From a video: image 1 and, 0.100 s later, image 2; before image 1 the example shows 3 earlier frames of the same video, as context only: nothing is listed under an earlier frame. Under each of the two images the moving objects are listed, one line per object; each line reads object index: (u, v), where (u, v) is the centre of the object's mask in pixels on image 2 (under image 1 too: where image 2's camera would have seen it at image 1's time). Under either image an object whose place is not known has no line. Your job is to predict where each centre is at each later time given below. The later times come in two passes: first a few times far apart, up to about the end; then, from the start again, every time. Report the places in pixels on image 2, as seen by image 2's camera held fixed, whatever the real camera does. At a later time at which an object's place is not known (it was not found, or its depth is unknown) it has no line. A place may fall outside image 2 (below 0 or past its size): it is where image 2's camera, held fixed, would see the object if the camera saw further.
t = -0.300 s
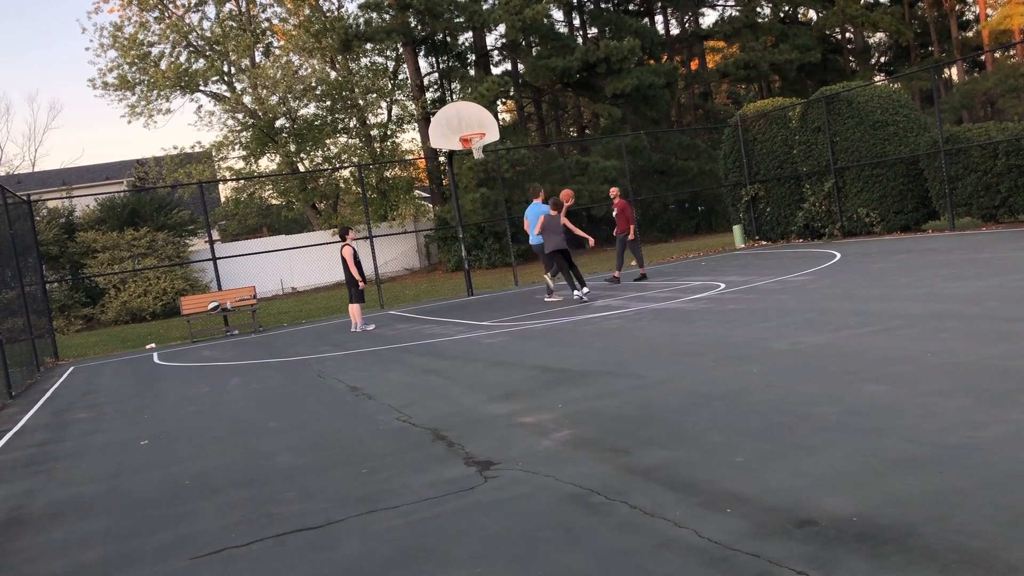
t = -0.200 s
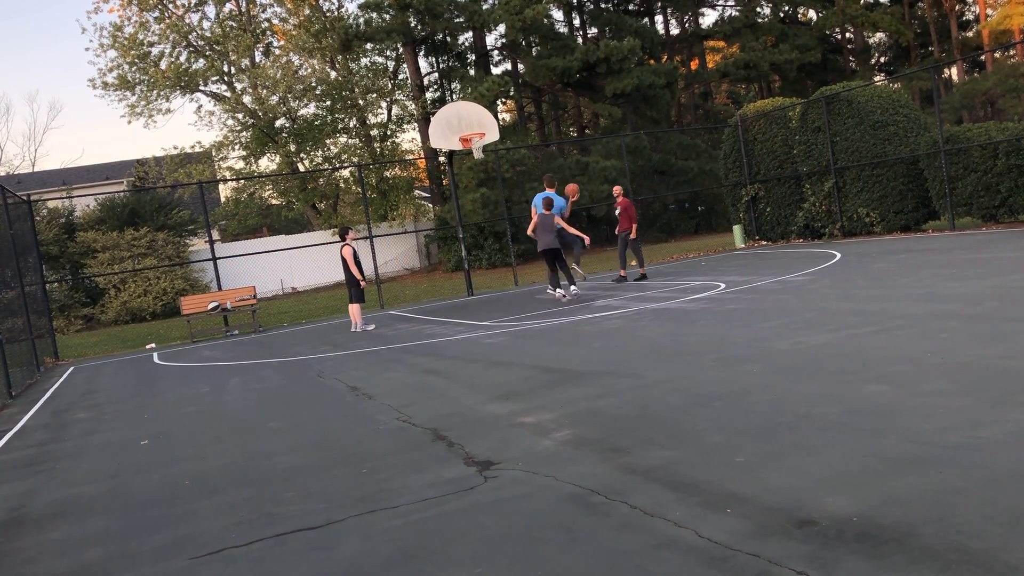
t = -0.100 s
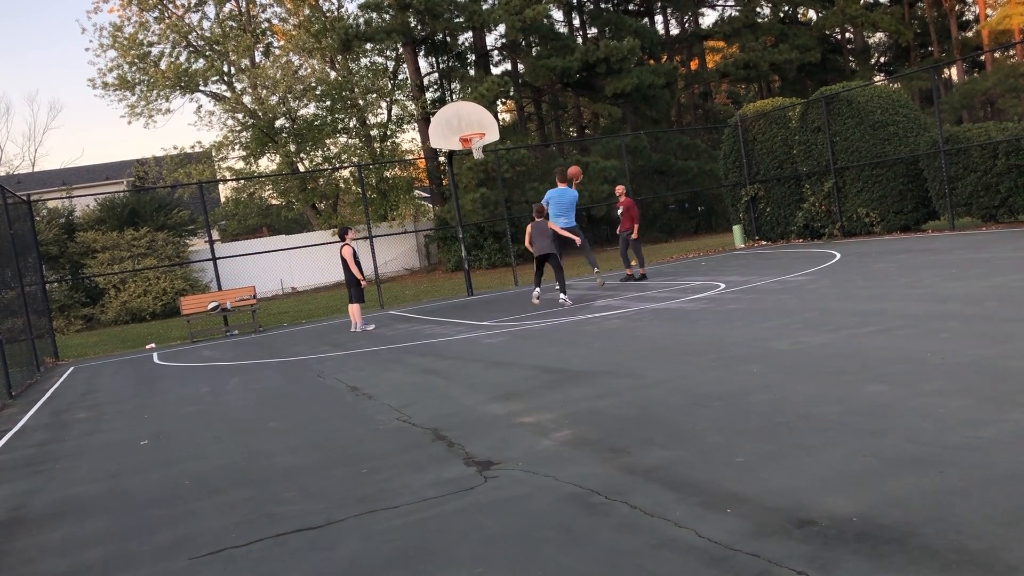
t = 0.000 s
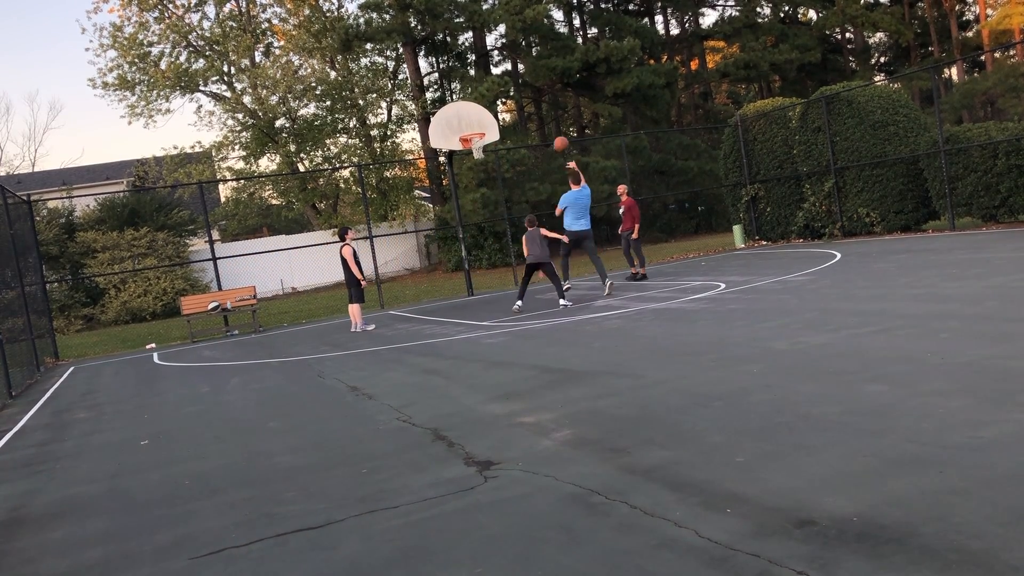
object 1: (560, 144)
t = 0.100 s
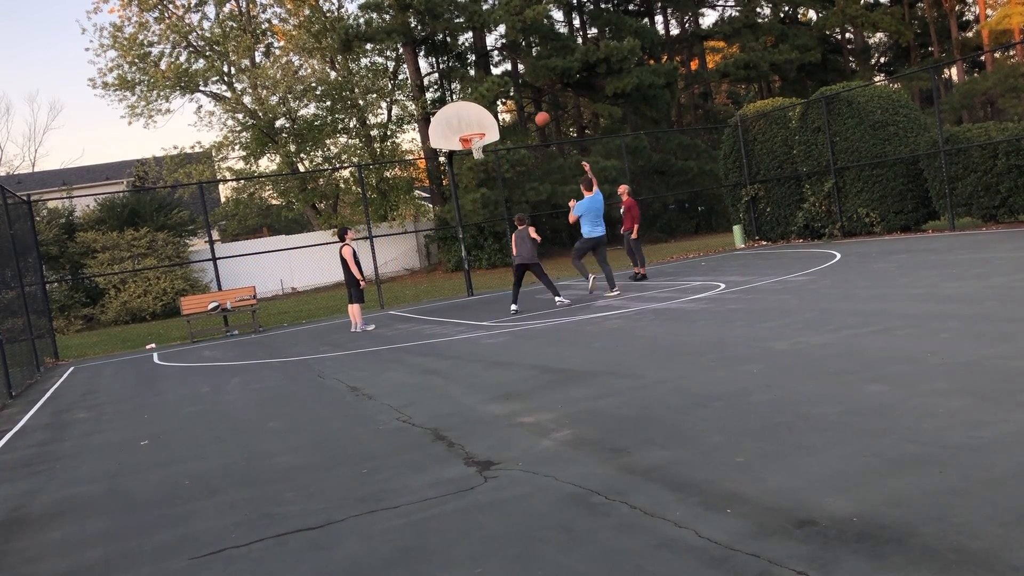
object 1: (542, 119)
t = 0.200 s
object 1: (526, 101)
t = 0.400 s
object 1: (497, 82)
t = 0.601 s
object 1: (474, 87)
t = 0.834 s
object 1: (456, 117)
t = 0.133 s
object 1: (537, 112)
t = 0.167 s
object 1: (530, 106)
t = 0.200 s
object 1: (526, 101)
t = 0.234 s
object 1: (520, 96)
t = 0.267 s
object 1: (515, 91)
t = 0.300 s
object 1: (510, 88)
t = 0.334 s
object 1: (506, 86)
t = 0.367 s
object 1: (501, 84)
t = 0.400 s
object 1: (497, 82)
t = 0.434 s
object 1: (493, 82)
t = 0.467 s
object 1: (488, 82)
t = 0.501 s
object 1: (484, 82)
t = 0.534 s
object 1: (481, 83)
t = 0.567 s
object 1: (477, 85)
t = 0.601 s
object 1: (474, 87)
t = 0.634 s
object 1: (471, 90)
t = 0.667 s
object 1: (467, 93)
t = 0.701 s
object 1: (465, 98)
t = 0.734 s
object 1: (462, 102)
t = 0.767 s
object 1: (459, 107)
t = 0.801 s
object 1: (457, 113)
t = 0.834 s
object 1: (456, 117)
